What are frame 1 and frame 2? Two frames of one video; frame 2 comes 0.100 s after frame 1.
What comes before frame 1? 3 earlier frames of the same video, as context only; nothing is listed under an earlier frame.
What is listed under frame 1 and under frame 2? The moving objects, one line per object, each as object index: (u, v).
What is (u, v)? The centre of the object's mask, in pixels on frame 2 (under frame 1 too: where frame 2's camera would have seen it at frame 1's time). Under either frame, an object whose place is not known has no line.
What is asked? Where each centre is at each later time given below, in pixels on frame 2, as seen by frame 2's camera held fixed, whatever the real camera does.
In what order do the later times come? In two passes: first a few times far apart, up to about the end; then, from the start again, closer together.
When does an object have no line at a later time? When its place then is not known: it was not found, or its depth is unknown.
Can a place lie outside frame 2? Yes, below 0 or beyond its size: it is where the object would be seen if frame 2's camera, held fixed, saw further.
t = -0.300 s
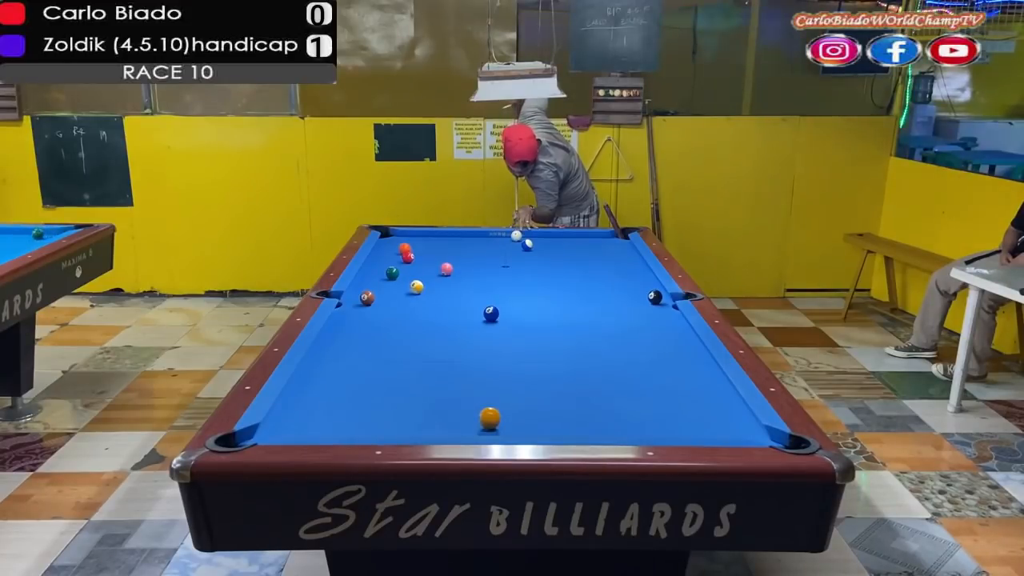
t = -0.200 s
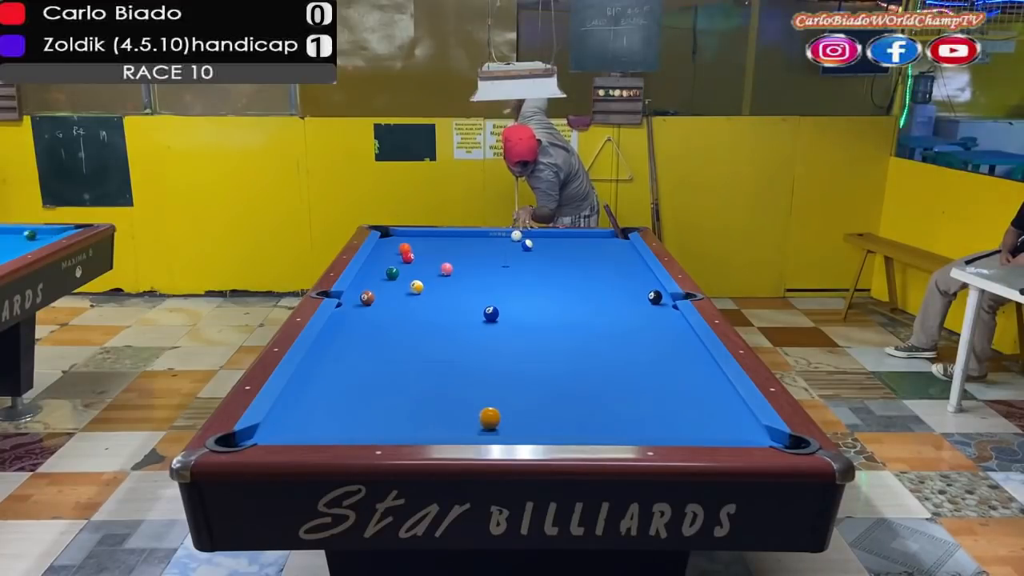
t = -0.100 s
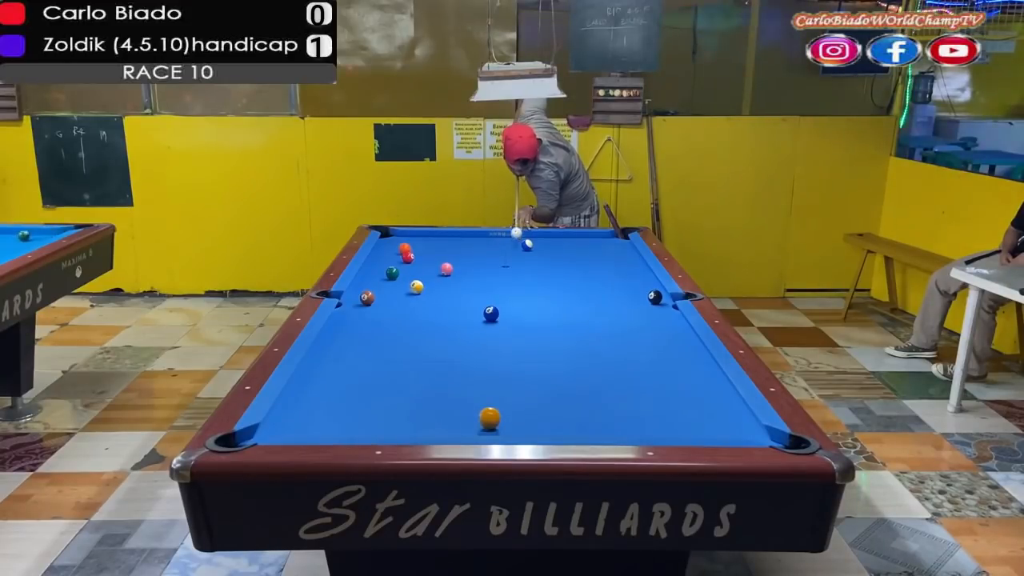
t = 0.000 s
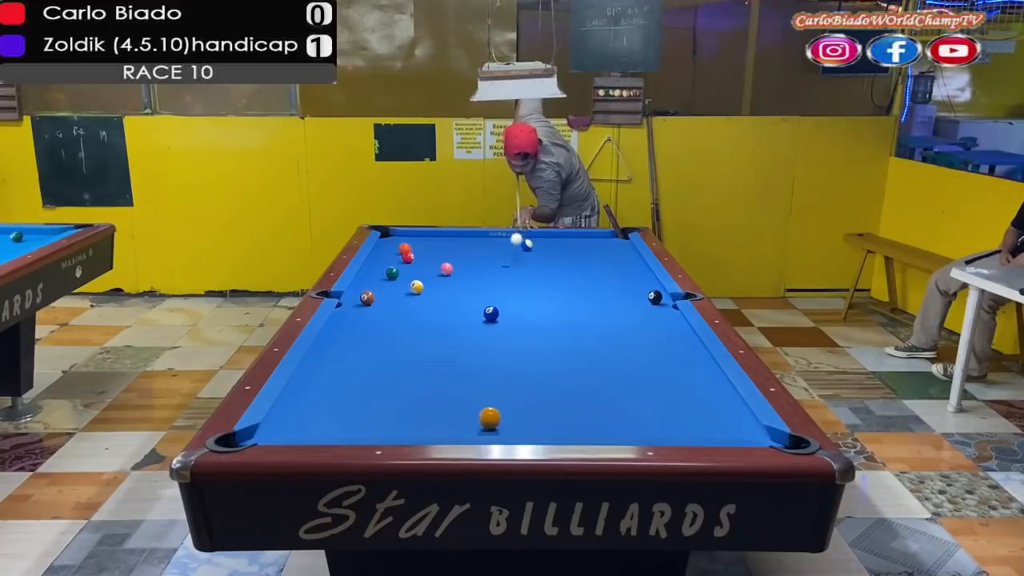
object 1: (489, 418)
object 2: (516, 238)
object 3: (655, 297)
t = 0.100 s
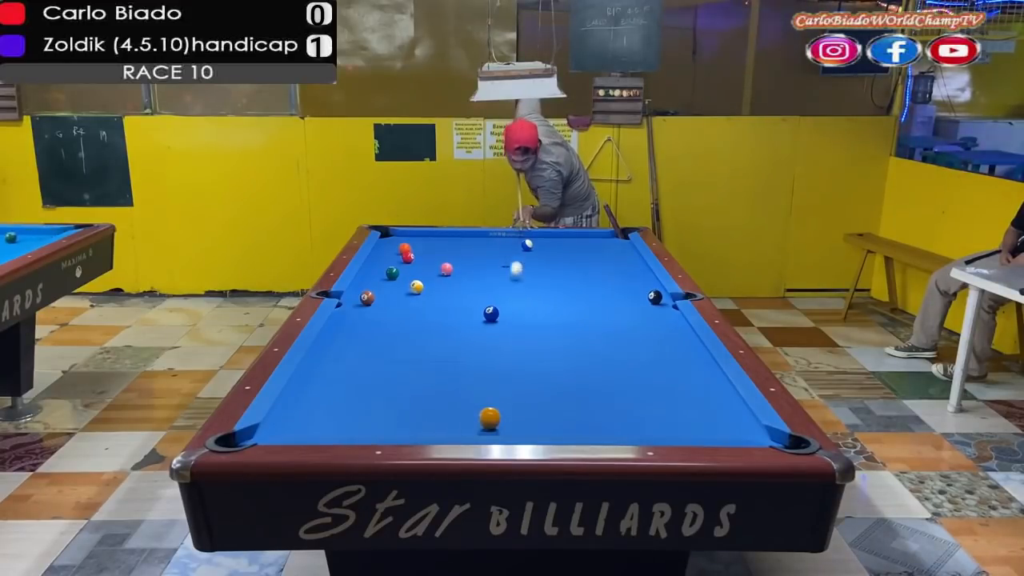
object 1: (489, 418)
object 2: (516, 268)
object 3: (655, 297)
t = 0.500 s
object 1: (489, 418)
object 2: (514, 358)
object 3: (655, 297)
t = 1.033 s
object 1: (445, 407)
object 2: (545, 392)
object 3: (655, 297)
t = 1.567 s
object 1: (364, 385)
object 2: (602, 340)
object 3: (655, 297)
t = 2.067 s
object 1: (307, 370)
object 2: (640, 307)
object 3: (655, 297)
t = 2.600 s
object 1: (346, 361)
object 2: (643, 294)
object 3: (644, 284)
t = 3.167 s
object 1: (377, 355)
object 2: (637, 286)
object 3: (618, 279)
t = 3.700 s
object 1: (397, 350)
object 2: (633, 281)
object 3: (599, 272)
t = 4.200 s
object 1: (410, 347)
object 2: (630, 278)
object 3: (586, 268)
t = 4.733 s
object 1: (417, 346)
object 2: (629, 276)
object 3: (575, 264)
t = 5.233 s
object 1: (417, 346)
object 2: (628, 275)
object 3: (567, 262)
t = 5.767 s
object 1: (417, 346)
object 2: (628, 275)
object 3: (562, 261)
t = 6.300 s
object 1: (417, 346)
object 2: (628, 275)
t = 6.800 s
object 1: (417, 346)
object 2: (628, 275)
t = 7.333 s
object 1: (417, 346)
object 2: (628, 275)
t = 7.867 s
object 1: (417, 346)
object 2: (628, 275)
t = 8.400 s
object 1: (417, 346)
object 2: (628, 275)
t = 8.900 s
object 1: (417, 346)
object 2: (628, 275)
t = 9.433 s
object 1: (417, 346)
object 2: (628, 275)
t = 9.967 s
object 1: (417, 346)
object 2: (628, 275)
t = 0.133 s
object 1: (490, 418)
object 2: (515, 275)
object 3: (655, 297)
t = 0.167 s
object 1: (489, 418)
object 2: (515, 277)
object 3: (655, 297)
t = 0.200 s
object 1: (489, 418)
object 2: (516, 283)
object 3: (655, 297)
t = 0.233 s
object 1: (489, 418)
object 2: (516, 292)
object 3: (655, 297)
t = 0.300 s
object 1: (489, 418)
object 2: (516, 309)
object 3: (655, 297)
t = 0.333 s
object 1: (489, 418)
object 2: (515, 316)
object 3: (655, 297)
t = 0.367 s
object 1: (489, 418)
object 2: (515, 323)
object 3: (655, 297)
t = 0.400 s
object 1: (489, 418)
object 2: (515, 333)
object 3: (655, 297)
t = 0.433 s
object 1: (489, 418)
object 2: (515, 341)
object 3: (655, 297)
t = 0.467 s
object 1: (489, 418)
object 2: (514, 349)
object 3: (655, 297)
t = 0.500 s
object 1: (489, 418)
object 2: (514, 358)
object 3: (655, 297)
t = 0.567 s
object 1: (489, 418)
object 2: (514, 375)
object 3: (655, 297)
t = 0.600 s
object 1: (490, 418)
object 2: (513, 384)
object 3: (655, 297)
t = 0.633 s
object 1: (489, 418)
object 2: (513, 394)
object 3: (655, 297)
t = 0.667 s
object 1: (489, 418)
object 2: (512, 405)
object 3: (655, 297)
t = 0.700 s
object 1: (489, 418)
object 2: (511, 416)
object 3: (655, 297)
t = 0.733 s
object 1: (489, 418)
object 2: (511, 425)
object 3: (655, 297)
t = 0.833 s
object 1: (482, 416)
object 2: (515, 418)
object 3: (655, 297)
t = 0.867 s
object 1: (475, 415)
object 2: (521, 413)
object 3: (655, 297)
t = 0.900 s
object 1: (469, 412)
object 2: (527, 408)
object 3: (655, 297)
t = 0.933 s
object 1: (463, 411)
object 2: (532, 404)
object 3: (655, 297)
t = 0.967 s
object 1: (457, 410)
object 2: (536, 400)
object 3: (655, 297)
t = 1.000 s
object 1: (451, 408)
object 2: (541, 395)
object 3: (655, 297)
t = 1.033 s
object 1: (445, 407)
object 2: (545, 392)
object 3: (655, 297)
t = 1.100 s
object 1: (435, 404)
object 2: (554, 384)
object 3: (655, 297)
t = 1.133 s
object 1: (429, 402)
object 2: (558, 380)
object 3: (655, 297)
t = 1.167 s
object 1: (424, 401)
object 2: (562, 377)
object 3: (655, 297)
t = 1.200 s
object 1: (418, 399)
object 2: (566, 373)
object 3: (655, 297)
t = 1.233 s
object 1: (413, 398)
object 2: (569, 370)
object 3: (655, 297)
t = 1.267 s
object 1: (408, 397)
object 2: (573, 367)
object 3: (655, 297)
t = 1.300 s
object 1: (403, 395)
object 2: (577, 364)
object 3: (655, 297)
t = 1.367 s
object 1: (393, 393)
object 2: (583, 358)
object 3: (655, 297)
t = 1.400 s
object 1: (388, 392)
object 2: (587, 354)
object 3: (655, 297)
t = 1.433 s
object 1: (383, 390)
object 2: (590, 351)
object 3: (655, 297)
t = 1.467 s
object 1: (378, 389)
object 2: (593, 349)
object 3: (655, 297)
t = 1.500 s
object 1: (373, 388)
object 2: (596, 346)
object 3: (655, 297)
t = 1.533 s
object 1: (369, 387)
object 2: (599, 343)
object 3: (655, 297)
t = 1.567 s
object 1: (364, 385)
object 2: (602, 340)
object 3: (655, 297)
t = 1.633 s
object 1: (355, 383)
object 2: (608, 335)
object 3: (655, 297)
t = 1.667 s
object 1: (350, 382)
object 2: (611, 333)
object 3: (655, 297)
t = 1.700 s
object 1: (346, 381)
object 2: (614, 330)
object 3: (655, 297)
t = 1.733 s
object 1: (342, 380)
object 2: (616, 328)
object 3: (655, 297)
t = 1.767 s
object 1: (337, 379)
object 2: (619, 326)
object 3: (655, 297)
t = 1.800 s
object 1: (333, 378)
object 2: (622, 323)
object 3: (655, 297)
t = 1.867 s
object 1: (324, 376)
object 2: (627, 319)
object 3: (655, 297)
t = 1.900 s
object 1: (321, 375)
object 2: (629, 317)
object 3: (655, 297)
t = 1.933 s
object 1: (316, 373)
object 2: (632, 315)
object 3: (655, 297)
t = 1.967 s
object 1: (312, 372)
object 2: (634, 313)
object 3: (655, 297)
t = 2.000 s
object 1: (308, 371)
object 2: (636, 311)
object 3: (655, 297)
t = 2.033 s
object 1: (305, 370)
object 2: (638, 309)
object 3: (655, 297)
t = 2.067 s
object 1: (307, 370)
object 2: (640, 307)
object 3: (655, 297)
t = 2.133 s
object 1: (313, 369)
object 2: (644, 303)
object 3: (656, 296)
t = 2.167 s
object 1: (315, 368)
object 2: (646, 301)
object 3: (656, 296)
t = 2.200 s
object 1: (318, 368)
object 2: (647, 300)
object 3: (657, 295)
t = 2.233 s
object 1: (321, 367)
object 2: (647, 300)
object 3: (659, 295)
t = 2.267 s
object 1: (323, 367)
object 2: (647, 299)
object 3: (660, 294)
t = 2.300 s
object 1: (325, 366)
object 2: (646, 299)
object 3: (659, 293)
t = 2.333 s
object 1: (328, 365)
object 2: (645, 298)
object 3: (658, 292)
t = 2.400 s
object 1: (333, 364)
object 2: (645, 297)
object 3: (655, 290)
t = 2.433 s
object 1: (335, 364)
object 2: (644, 296)
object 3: (653, 289)
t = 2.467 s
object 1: (337, 363)
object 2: (644, 296)
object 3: (652, 288)
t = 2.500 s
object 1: (340, 363)
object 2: (644, 295)
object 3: (650, 287)
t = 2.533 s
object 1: (342, 362)
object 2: (644, 295)
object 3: (647, 285)
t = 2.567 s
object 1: (344, 362)
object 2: (643, 294)
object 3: (646, 285)
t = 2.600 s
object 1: (346, 361)
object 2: (643, 294)
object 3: (644, 284)
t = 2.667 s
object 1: (350, 361)
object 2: (642, 292)
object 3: (639, 283)
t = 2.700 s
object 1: (352, 360)
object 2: (642, 292)
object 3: (637, 283)
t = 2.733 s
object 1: (354, 360)
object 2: (641, 291)
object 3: (635, 283)
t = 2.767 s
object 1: (356, 359)
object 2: (641, 291)
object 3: (634, 283)
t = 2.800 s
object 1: (358, 359)
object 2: (641, 290)
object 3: (633, 283)
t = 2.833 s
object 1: (360, 359)
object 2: (641, 290)
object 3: (631, 283)
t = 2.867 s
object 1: (362, 358)
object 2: (640, 290)
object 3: (630, 283)
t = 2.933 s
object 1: (365, 357)
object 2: (639, 289)
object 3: (627, 282)
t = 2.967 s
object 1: (367, 357)
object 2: (639, 288)
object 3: (626, 282)
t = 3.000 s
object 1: (369, 356)
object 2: (639, 288)
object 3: (625, 281)
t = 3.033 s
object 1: (370, 356)
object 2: (638, 288)
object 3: (624, 281)
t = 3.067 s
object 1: (372, 356)
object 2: (638, 287)
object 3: (622, 280)
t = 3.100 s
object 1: (374, 355)
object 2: (638, 287)
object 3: (620, 279)
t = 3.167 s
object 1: (377, 355)
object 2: (637, 286)
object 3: (618, 279)
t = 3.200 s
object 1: (378, 355)
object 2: (637, 286)
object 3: (616, 278)
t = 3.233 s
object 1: (380, 354)
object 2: (636, 285)
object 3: (615, 278)
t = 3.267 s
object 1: (381, 354)
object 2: (636, 285)
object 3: (614, 278)
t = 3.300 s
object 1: (383, 353)
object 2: (636, 284)
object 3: (613, 277)
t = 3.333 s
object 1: (384, 353)
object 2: (635, 284)
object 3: (612, 277)
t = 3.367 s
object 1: (385, 353)
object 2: (635, 284)
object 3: (610, 276)
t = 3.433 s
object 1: (388, 352)
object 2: (634, 283)
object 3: (608, 275)
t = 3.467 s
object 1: (389, 352)
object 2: (634, 283)
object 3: (607, 275)
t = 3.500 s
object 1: (391, 352)
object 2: (634, 283)
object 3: (606, 275)
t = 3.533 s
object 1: (392, 351)
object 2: (634, 282)
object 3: (604, 274)
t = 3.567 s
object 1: (393, 351)
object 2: (634, 282)
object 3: (604, 274)
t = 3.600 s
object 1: (394, 351)
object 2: (633, 282)
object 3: (603, 274)
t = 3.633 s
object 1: (395, 350)
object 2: (633, 281)
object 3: (601, 273)
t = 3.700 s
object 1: (397, 350)
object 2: (633, 281)
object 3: (599, 272)
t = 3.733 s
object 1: (398, 350)
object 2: (633, 281)
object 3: (598, 272)
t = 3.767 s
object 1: (399, 350)
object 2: (632, 280)
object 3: (597, 272)
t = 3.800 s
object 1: (400, 349)
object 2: (632, 280)
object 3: (596, 271)
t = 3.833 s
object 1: (401, 349)
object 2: (632, 280)
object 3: (595, 271)
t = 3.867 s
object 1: (402, 349)
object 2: (632, 279)
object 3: (594, 271)
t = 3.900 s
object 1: (403, 349)
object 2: (632, 279)
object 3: (593, 270)
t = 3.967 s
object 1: (404, 348)
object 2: (631, 279)
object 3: (591, 270)
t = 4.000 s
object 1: (405, 348)
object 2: (631, 279)
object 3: (591, 270)
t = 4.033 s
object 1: (406, 348)
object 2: (631, 279)
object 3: (590, 269)
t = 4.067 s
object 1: (407, 348)
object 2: (631, 278)
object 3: (589, 269)
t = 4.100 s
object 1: (408, 348)
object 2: (631, 278)
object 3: (588, 269)
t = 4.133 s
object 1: (408, 348)
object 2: (631, 278)
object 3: (587, 269)
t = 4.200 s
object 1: (410, 347)
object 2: (630, 278)
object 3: (586, 268)
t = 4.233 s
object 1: (410, 347)
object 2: (630, 277)
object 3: (585, 268)
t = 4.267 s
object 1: (411, 347)
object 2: (630, 277)
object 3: (584, 267)
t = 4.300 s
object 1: (411, 347)
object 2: (630, 277)
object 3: (583, 267)
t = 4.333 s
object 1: (412, 347)
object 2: (630, 277)
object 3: (583, 267)
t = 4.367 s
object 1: (413, 347)
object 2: (630, 277)
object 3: (581, 267)
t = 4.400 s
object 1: (413, 347)
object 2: (629, 277)
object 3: (581, 266)
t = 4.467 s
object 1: (414, 346)
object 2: (629, 276)
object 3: (579, 266)
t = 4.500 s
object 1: (414, 346)
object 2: (629, 276)
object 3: (579, 266)
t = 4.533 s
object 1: (415, 346)
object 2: (629, 276)
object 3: (578, 266)
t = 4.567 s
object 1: (415, 346)
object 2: (629, 276)
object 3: (577, 266)
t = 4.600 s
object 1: (415, 346)
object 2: (629, 276)
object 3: (577, 265)
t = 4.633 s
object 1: (416, 346)
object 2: (629, 276)
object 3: (576, 265)
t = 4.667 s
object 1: (416, 346)
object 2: (629, 276)
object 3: (576, 265)
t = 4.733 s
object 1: (417, 346)
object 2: (629, 276)
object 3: (575, 264)
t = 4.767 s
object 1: (417, 346)
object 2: (628, 276)
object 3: (574, 264)
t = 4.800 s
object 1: (417, 346)
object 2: (628, 275)
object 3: (573, 264)
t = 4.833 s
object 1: (417, 346)
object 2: (628, 275)
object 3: (573, 263)
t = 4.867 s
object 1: (417, 346)
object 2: (628, 275)
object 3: (572, 263)
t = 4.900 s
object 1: (417, 346)
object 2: (628, 275)
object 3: (572, 263)
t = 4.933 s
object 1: (417, 346)
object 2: (628, 275)
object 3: (571, 263)
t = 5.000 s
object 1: (417, 346)
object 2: (628, 275)
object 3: (570, 263)
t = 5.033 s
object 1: (417, 346)
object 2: (628, 275)
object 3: (570, 263)
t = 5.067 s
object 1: (417, 346)
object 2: (628, 275)
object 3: (569, 263)
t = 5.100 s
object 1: (417, 346)
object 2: (628, 275)
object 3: (568, 262)
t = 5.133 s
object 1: (417, 346)
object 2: (628, 275)
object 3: (568, 262)
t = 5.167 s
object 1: (417, 346)
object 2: (628, 275)
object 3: (568, 262)
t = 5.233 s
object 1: (417, 346)
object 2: (628, 275)
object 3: (567, 262)
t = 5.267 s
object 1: (417, 346)
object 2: (628, 275)
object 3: (566, 262)
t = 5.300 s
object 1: (417, 346)
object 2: (628, 275)
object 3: (566, 262)
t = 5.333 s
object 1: (417, 346)
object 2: (628, 275)
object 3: (566, 262)
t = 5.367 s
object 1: (417, 346)
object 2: (628, 275)
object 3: (565, 262)
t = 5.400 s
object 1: (417, 346)
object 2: (628, 275)
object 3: (565, 262)
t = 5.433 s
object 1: (417, 346)
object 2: (628, 275)
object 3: (565, 262)
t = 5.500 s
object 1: (417, 346)
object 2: (628, 275)
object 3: (564, 261)
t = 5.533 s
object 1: (417, 346)
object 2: (628, 275)
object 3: (564, 261)
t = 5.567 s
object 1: (417, 346)
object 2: (628, 275)
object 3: (563, 261)
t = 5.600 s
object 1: (417, 346)
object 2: (628, 275)
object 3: (563, 261)
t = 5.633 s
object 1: (417, 346)
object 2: (628, 275)
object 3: (563, 261)
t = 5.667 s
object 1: (417, 346)
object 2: (628, 275)
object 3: (563, 261)
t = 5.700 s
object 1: (417, 346)
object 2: (628, 275)
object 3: (562, 261)
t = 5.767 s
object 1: (417, 346)
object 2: (628, 275)
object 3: (562, 261)
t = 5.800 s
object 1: (417, 346)
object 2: (628, 275)
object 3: (562, 261)
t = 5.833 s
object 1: (417, 346)
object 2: (628, 275)
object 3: (562, 261)
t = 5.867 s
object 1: (417, 346)
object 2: (628, 275)
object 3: (561, 260)
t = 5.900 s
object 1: (417, 346)
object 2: (628, 275)
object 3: (561, 260)
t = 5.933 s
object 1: (417, 346)
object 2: (628, 275)
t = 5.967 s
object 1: (417, 346)
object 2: (628, 275)
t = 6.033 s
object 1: (417, 346)
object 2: (628, 275)
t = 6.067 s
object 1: (417, 346)
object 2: (628, 275)
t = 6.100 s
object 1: (417, 346)
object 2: (628, 275)
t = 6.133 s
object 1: (417, 346)
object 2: (628, 275)
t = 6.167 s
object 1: (417, 346)
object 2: (628, 275)
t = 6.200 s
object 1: (417, 346)
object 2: (628, 275)
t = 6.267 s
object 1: (417, 346)
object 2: (628, 275)
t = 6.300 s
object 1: (417, 346)
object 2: (628, 275)
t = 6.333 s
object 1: (417, 346)
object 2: (628, 275)
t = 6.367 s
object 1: (417, 346)
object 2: (628, 275)
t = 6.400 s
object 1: (417, 346)
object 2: (628, 275)
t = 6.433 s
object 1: (417, 346)
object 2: (628, 275)
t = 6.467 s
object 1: (417, 346)
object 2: (628, 275)
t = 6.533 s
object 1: (417, 346)
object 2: (628, 275)
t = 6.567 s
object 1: (417, 346)
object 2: (628, 275)
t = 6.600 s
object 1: (417, 346)
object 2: (628, 275)
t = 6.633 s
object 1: (417, 346)
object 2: (628, 275)
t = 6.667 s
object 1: (417, 346)
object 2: (628, 275)
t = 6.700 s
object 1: (417, 346)
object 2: (628, 275)
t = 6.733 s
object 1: (417, 346)
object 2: (628, 275)
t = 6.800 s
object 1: (417, 346)
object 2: (628, 275)
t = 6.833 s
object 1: (417, 346)
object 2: (628, 275)
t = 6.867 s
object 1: (417, 346)
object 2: (628, 275)
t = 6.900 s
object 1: (417, 346)
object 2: (628, 275)
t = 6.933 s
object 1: (417, 346)
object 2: (628, 275)
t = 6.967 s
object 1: (417, 346)
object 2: (628, 275)
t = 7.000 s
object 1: (417, 346)
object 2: (628, 275)
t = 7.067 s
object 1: (417, 346)
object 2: (628, 275)
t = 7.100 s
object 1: (417, 346)
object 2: (628, 275)
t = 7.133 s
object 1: (417, 346)
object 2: (628, 275)
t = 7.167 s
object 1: (417, 346)
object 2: (628, 275)
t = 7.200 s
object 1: (417, 346)
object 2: (628, 275)
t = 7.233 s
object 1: (417, 346)
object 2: (628, 275)
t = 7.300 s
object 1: (417, 346)
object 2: (628, 275)
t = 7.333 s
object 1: (417, 346)
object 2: (628, 275)
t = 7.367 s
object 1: (417, 346)
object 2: (628, 275)
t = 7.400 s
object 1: (417, 346)
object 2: (628, 275)
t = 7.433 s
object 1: (417, 346)
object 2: (628, 275)
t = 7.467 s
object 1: (417, 346)
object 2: (628, 275)
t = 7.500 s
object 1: (417, 346)
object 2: (628, 275)
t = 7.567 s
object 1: (417, 346)
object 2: (628, 275)
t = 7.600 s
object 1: (417, 346)
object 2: (628, 275)
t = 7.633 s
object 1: (417, 346)
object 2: (628, 275)
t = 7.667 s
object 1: (417, 346)
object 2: (628, 275)
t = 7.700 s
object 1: (417, 346)
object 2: (628, 275)
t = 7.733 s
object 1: (417, 346)
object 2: (628, 275)
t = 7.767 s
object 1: (417, 346)
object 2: (628, 275)
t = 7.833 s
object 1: (417, 346)
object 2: (628, 275)
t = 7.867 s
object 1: (417, 346)
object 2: (628, 275)
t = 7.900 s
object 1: (417, 346)
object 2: (628, 275)
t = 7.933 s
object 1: (417, 346)
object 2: (628, 275)
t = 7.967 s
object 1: (417, 346)
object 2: (628, 275)
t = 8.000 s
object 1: (417, 346)
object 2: (628, 275)
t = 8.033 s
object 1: (417, 346)
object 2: (628, 275)
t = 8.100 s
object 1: (417, 346)
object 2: (628, 275)
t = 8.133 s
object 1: (417, 346)
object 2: (628, 275)
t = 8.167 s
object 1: (417, 346)
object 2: (628, 275)
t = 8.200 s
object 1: (417, 346)
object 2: (628, 275)
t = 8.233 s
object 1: (417, 346)
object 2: (628, 275)
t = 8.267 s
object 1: (417, 346)
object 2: (628, 275)
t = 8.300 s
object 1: (417, 346)
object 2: (628, 275)
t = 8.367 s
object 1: (417, 346)
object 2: (628, 275)
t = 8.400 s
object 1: (417, 346)
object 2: (628, 275)
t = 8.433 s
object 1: (417, 346)
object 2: (628, 275)
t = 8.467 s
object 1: (417, 346)
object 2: (628, 275)
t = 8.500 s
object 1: (417, 346)
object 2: (628, 275)
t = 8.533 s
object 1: (417, 346)
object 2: (628, 275)
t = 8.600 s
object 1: (417, 346)
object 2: (628, 275)
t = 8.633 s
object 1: (417, 346)
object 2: (628, 275)
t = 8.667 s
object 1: (417, 346)
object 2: (628, 275)
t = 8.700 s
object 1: (417, 346)
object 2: (628, 275)
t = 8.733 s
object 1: (417, 346)
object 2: (628, 275)
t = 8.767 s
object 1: (417, 346)
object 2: (628, 275)
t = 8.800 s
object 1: (417, 346)
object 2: (628, 275)
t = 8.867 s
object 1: (417, 346)
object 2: (628, 275)
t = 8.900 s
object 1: (417, 346)
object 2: (628, 275)
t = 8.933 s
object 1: (417, 346)
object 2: (628, 275)
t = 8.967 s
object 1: (417, 346)
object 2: (628, 275)
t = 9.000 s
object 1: (417, 346)
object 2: (628, 275)
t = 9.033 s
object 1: (417, 346)
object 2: (628, 275)
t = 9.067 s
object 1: (417, 346)
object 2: (628, 275)
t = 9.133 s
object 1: (417, 346)
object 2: (628, 275)
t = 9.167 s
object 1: (417, 346)
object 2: (628, 275)
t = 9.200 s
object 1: (417, 346)
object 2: (628, 275)
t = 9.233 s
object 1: (417, 346)
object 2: (628, 275)
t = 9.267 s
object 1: (417, 346)
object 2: (628, 275)
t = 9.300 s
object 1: (417, 346)
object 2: (628, 275)
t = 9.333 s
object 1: (417, 346)
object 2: (628, 275)
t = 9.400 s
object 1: (417, 346)
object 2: (628, 275)
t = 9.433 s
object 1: (417, 346)
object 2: (628, 275)
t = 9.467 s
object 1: (417, 346)
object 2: (628, 275)
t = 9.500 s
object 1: (417, 346)
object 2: (628, 275)
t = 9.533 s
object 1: (417, 346)
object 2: (628, 275)
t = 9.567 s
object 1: (417, 346)
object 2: (628, 275)
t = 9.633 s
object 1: (417, 346)
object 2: (628, 275)
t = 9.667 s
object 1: (417, 346)
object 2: (628, 275)
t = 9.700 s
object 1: (417, 346)
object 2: (628, 275)
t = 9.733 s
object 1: (417, 346)
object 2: (628, 275)
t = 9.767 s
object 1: (417, 346)
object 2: (628, 275)
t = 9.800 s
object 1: (417, 346)
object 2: (628, 275)
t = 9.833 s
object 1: (417, 346)
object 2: (628, 275)
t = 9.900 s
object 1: (417, 346)
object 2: (628, 275)
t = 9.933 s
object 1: (417, 346)
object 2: (628, 275)
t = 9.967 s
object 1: (417, 346)
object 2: (628, 275)
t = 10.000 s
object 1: (417, 346)
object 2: (628, 275)
